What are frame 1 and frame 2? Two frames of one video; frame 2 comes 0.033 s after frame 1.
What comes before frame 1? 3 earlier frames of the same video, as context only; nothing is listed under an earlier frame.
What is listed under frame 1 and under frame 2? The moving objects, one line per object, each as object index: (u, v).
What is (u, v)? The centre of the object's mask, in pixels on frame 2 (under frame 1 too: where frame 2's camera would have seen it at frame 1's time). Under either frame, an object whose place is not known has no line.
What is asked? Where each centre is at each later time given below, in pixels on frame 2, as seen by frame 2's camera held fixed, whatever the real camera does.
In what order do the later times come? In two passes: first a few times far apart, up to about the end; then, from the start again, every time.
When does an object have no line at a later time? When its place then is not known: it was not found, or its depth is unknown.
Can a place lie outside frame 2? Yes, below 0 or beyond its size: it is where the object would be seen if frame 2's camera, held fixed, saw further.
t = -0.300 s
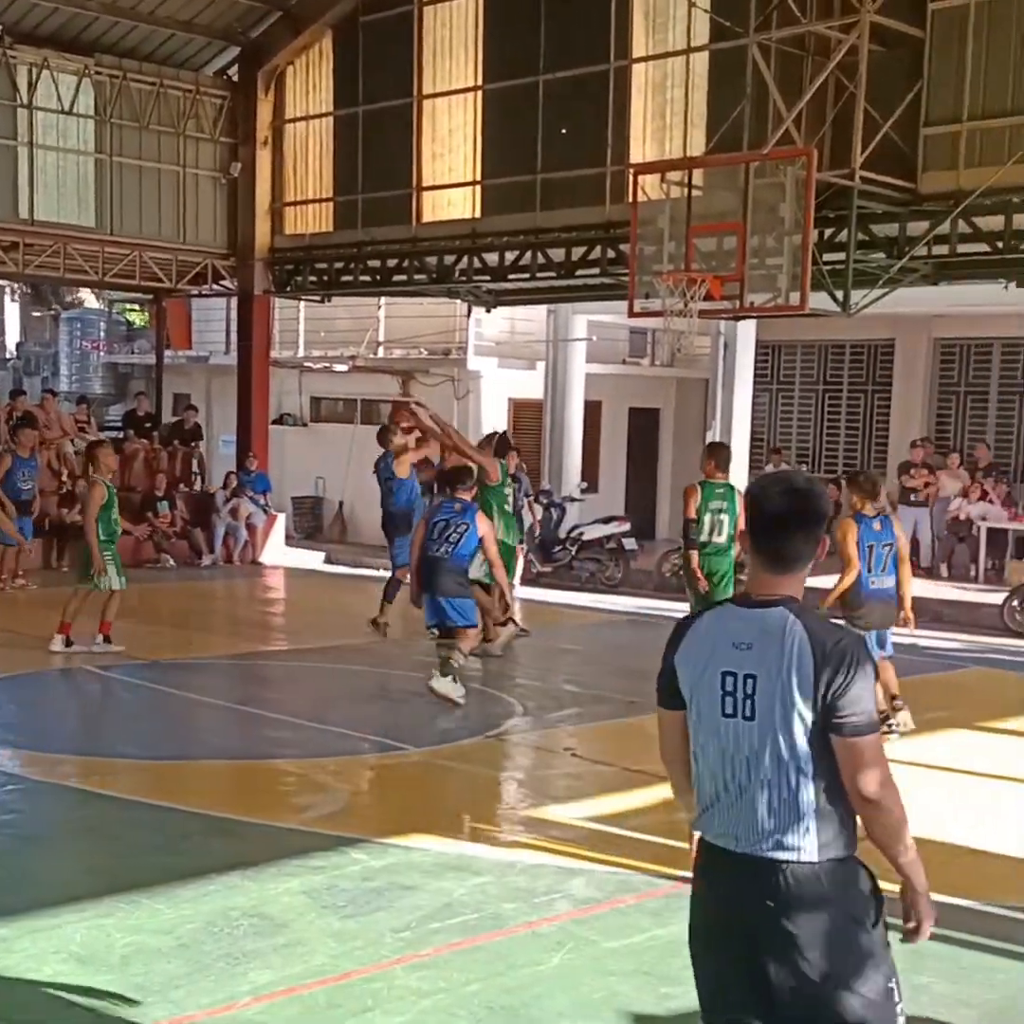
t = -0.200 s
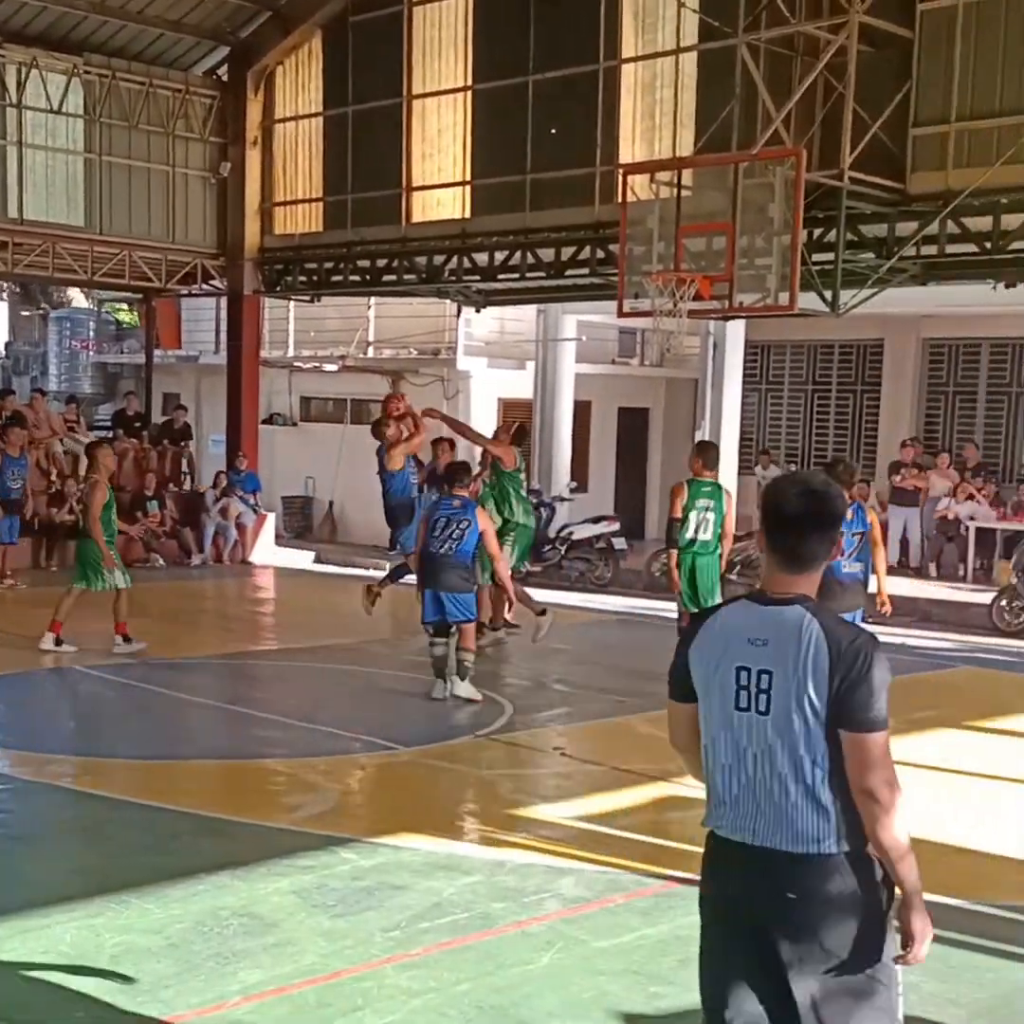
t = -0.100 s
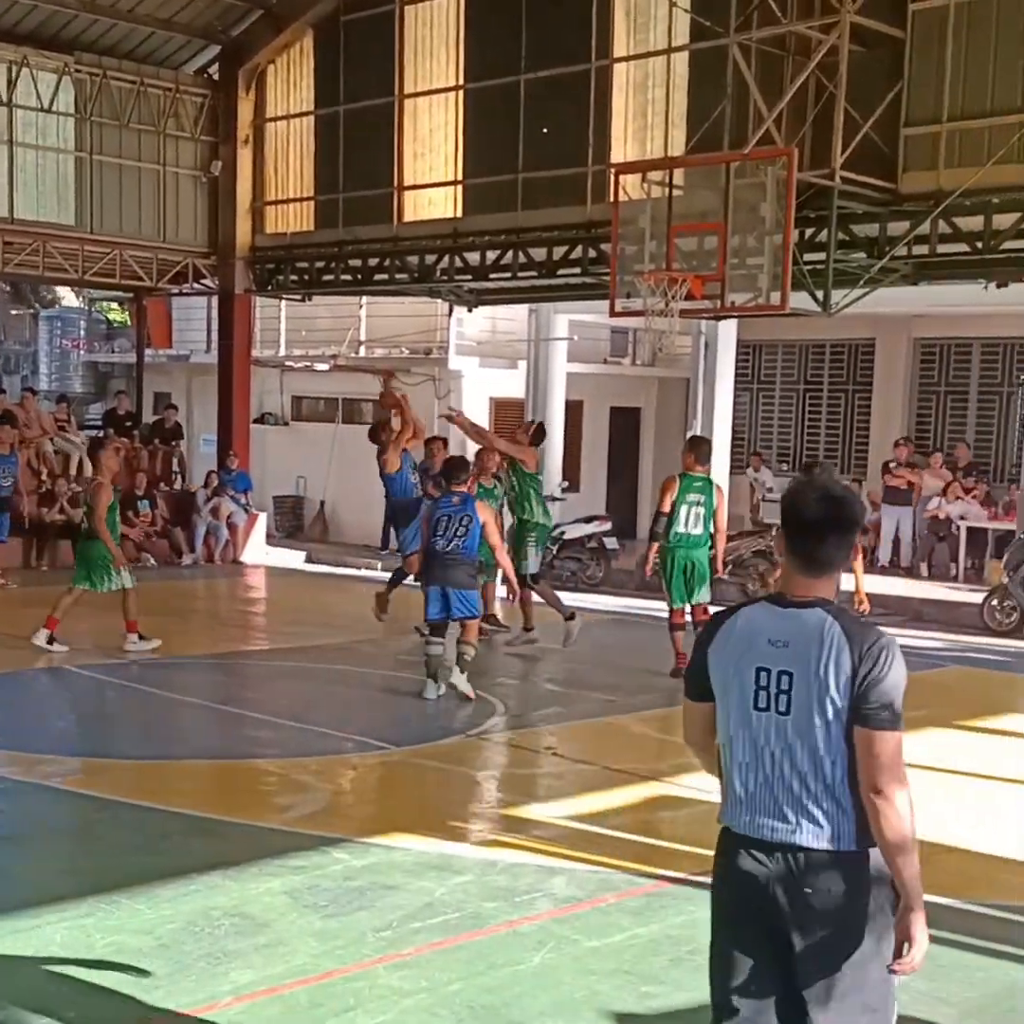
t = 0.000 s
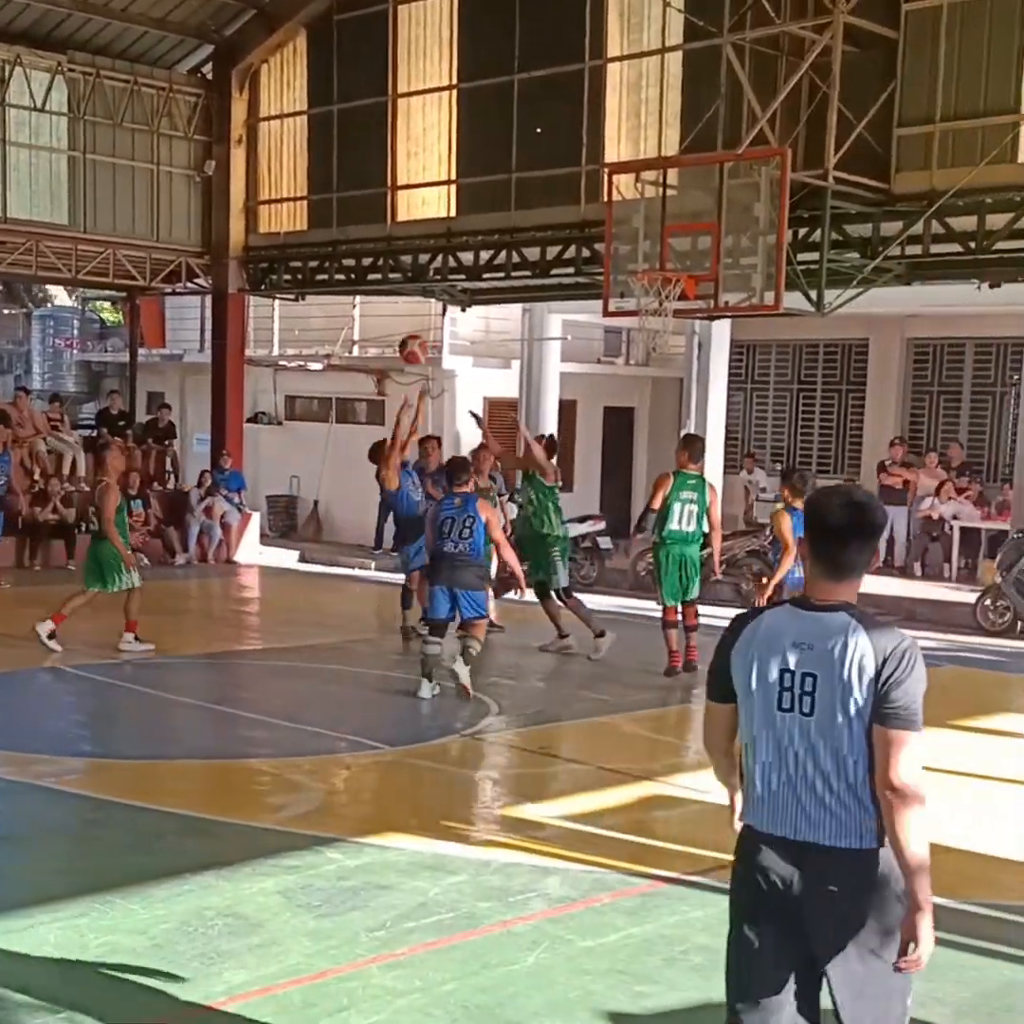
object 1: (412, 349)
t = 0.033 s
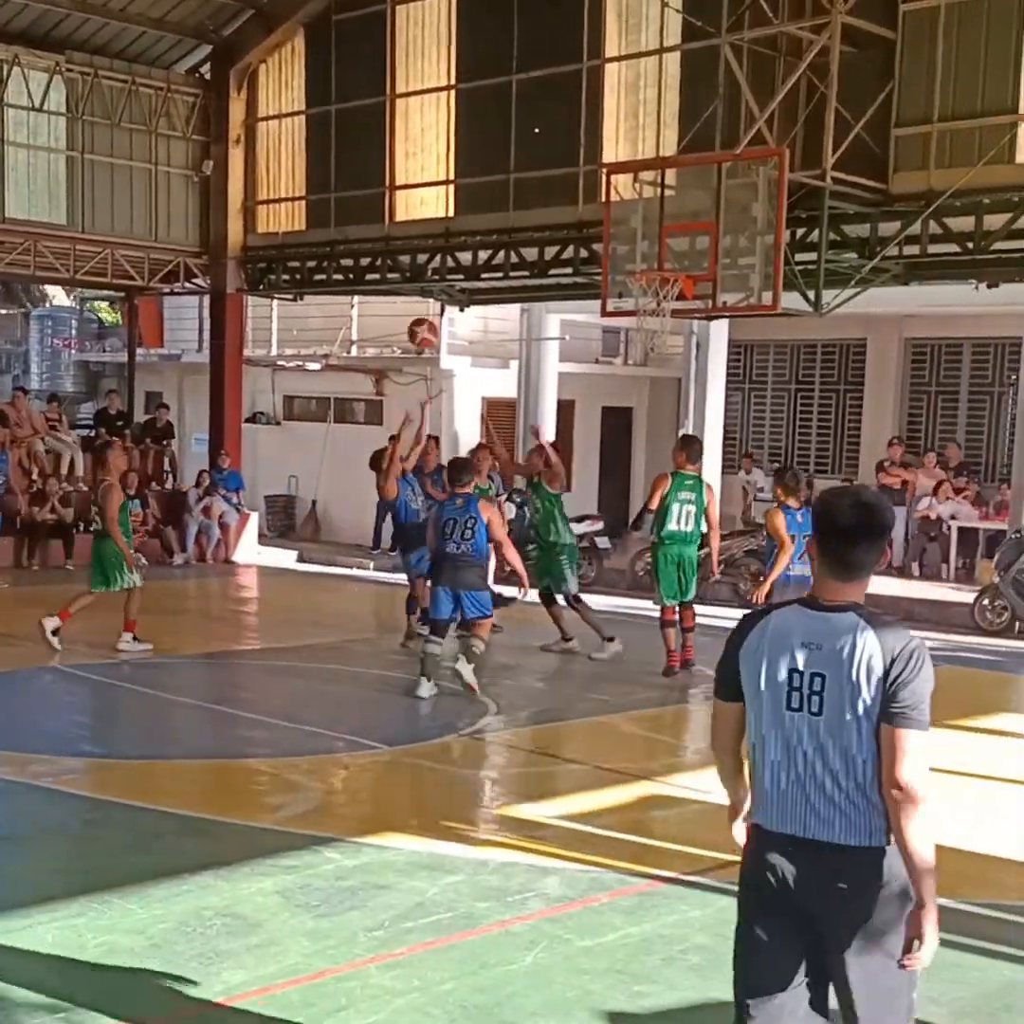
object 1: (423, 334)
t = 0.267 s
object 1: (497, 256)
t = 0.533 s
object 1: (580, 248)
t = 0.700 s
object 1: (628, 290)
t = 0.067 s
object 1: (433, 317)
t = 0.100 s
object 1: (445, 302)
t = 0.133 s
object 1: (456, 289)
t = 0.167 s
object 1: (467, 281)
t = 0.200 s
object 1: (477, 270)
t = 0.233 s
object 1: (487, 261)
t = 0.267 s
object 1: (497, 256)
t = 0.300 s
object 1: (509, 249)
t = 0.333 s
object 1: (519, 244)
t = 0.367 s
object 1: (529, 242)
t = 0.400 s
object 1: (540, 239)
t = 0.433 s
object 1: (550, 241)
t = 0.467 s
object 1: (561, 242)
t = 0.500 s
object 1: (571, 246)
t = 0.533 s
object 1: (580, 248)
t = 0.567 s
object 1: (589, 253)
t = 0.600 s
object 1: (600, 260)
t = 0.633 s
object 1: (610, 268)
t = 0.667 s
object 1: (619, 278)
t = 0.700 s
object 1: (628, 290)
